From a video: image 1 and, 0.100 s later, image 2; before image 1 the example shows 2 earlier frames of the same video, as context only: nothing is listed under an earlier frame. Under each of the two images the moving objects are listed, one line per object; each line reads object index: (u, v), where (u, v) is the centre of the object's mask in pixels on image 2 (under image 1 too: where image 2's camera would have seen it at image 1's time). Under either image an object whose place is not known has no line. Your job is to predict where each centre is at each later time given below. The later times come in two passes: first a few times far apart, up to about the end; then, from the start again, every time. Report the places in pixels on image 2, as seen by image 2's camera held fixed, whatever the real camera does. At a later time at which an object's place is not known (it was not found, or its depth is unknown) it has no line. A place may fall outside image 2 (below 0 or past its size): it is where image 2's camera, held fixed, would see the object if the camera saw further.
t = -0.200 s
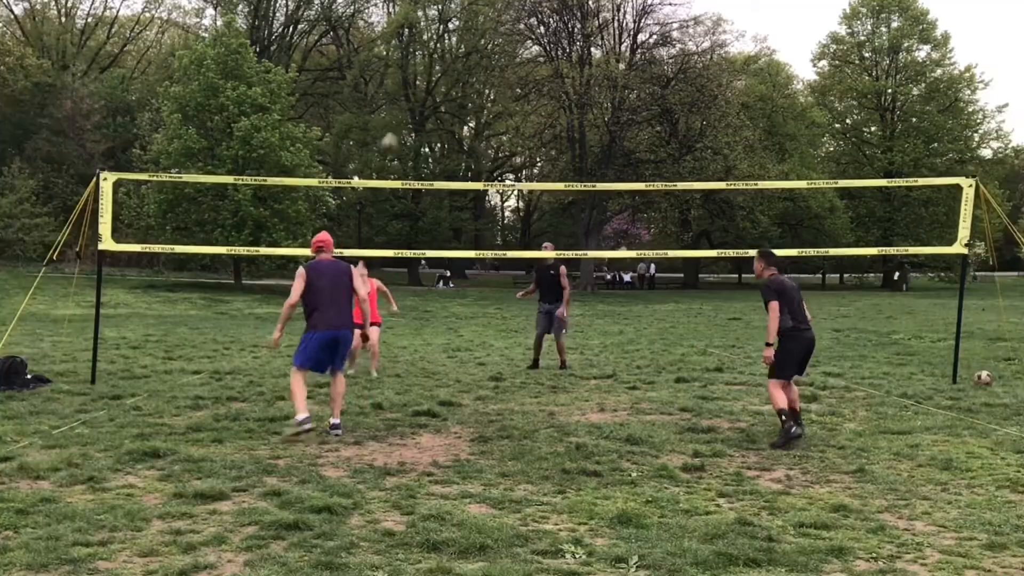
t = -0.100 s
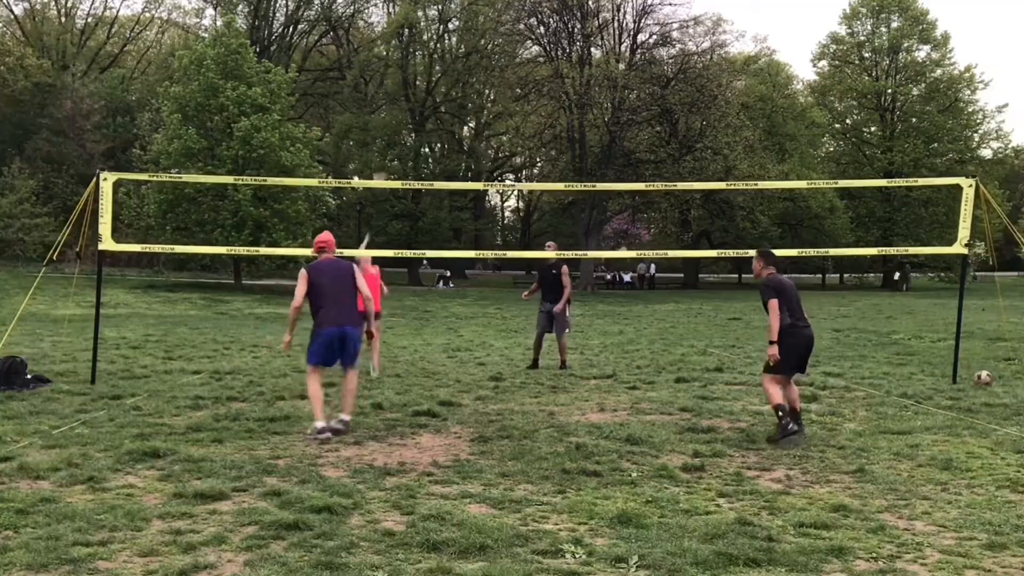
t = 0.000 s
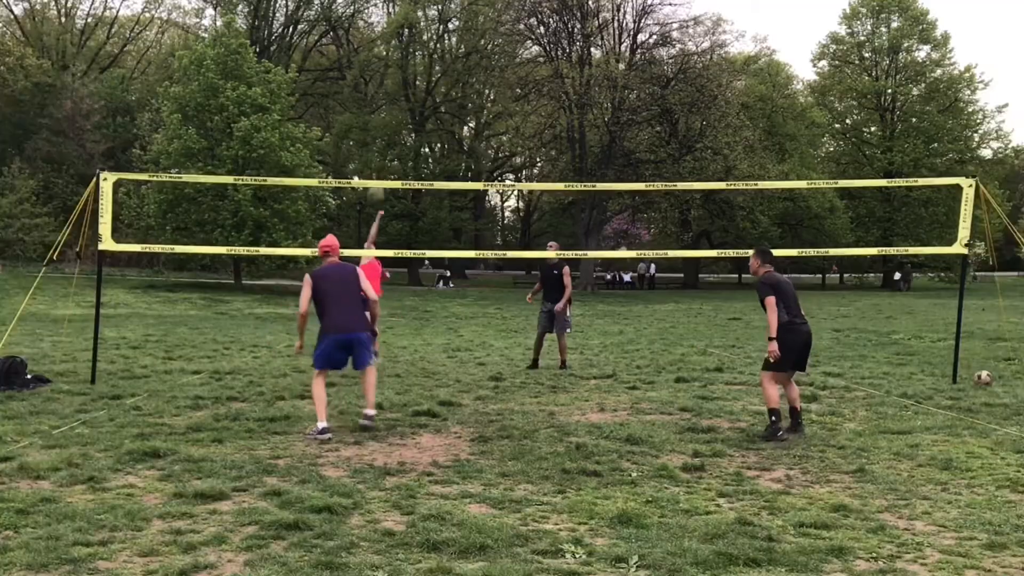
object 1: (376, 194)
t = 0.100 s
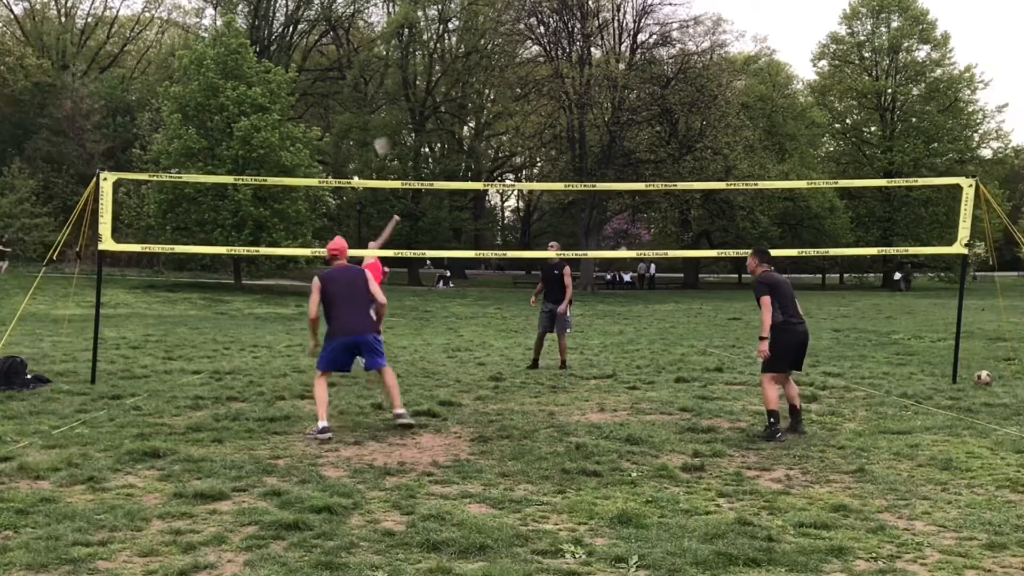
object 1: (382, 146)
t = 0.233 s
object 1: (387, 93)
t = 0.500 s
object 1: (402, 37)
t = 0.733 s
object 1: (416, 43)
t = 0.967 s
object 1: (438, 129)
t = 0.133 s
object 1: (383, 132)
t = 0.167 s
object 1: (384, 119)
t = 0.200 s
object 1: (386, 107)
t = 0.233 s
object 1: (387, 93)
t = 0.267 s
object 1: (390, 83)
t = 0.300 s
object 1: (391, 76)
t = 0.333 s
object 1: (393, 66)
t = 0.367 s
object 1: (395, 58)
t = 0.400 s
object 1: (396, 51)
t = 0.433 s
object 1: (398, 45)
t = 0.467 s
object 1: (400, 40)
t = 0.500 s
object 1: (402, 37)
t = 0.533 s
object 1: (404, 35)
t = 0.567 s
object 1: (406, 32)
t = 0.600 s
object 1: (407, 32)
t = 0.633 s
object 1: (409, 33)
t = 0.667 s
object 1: (412, 34)
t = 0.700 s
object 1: (414, 38)
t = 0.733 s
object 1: (416, 43)
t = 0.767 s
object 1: (419, 50)
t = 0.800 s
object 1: (422, 57)
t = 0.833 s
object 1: (426, 69)
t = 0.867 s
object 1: (427, 80)
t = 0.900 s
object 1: (431, 96)
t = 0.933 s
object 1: (434, 112)
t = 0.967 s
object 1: (438, 129)
